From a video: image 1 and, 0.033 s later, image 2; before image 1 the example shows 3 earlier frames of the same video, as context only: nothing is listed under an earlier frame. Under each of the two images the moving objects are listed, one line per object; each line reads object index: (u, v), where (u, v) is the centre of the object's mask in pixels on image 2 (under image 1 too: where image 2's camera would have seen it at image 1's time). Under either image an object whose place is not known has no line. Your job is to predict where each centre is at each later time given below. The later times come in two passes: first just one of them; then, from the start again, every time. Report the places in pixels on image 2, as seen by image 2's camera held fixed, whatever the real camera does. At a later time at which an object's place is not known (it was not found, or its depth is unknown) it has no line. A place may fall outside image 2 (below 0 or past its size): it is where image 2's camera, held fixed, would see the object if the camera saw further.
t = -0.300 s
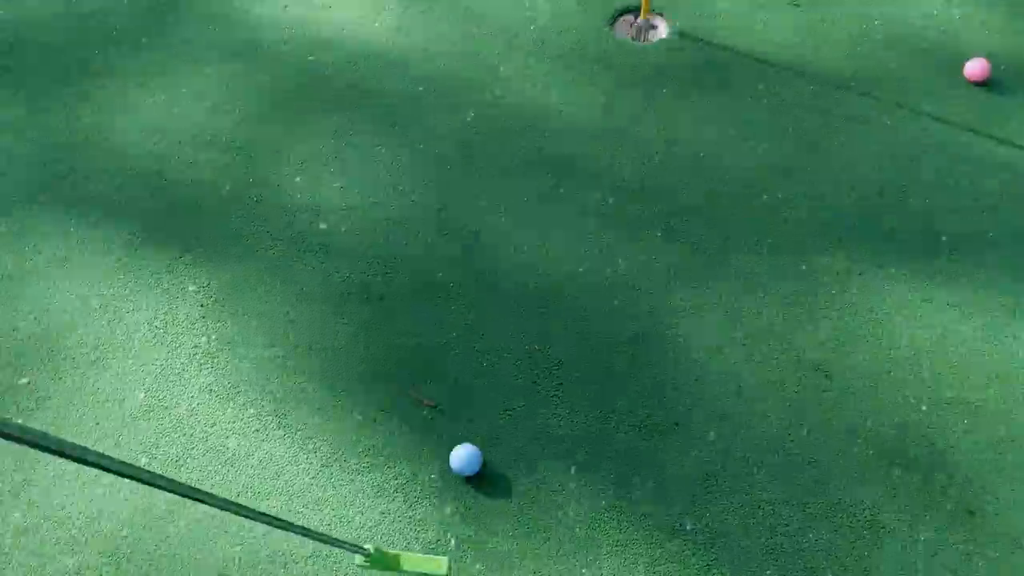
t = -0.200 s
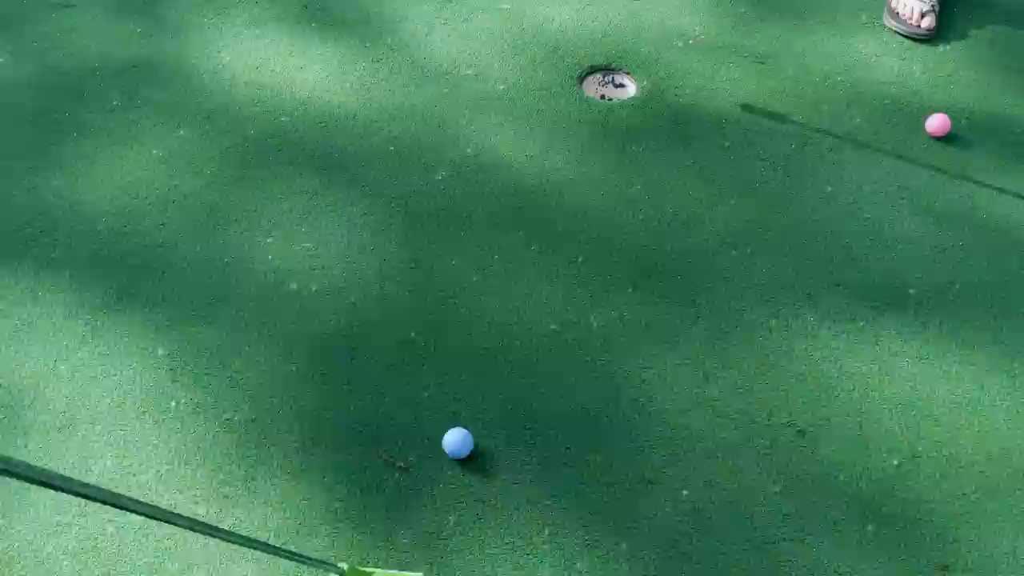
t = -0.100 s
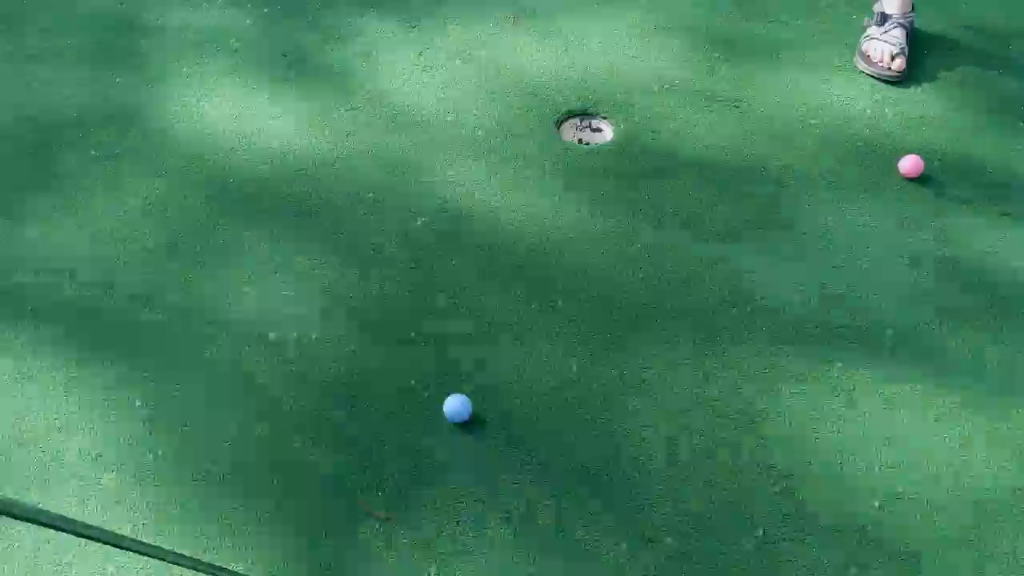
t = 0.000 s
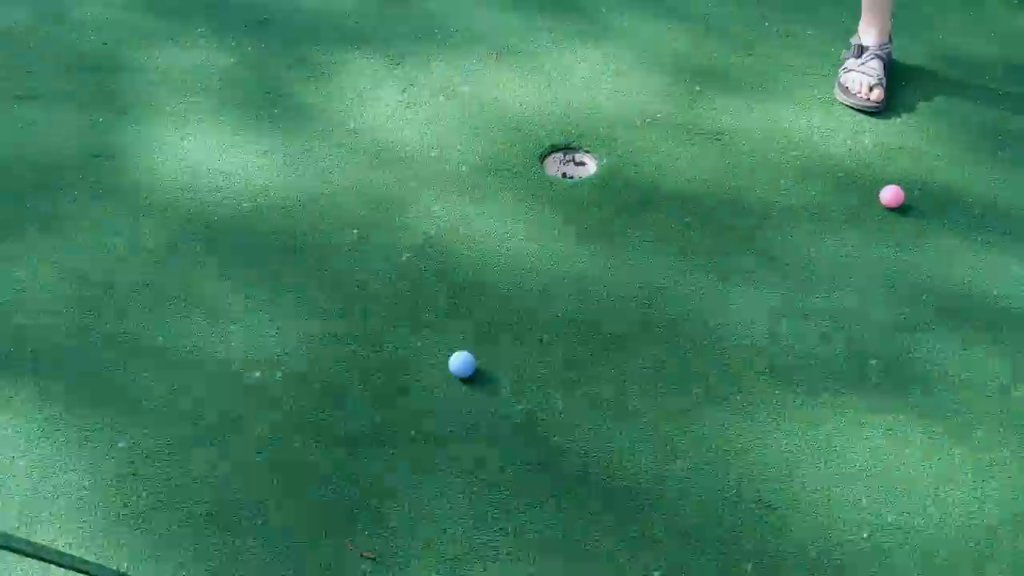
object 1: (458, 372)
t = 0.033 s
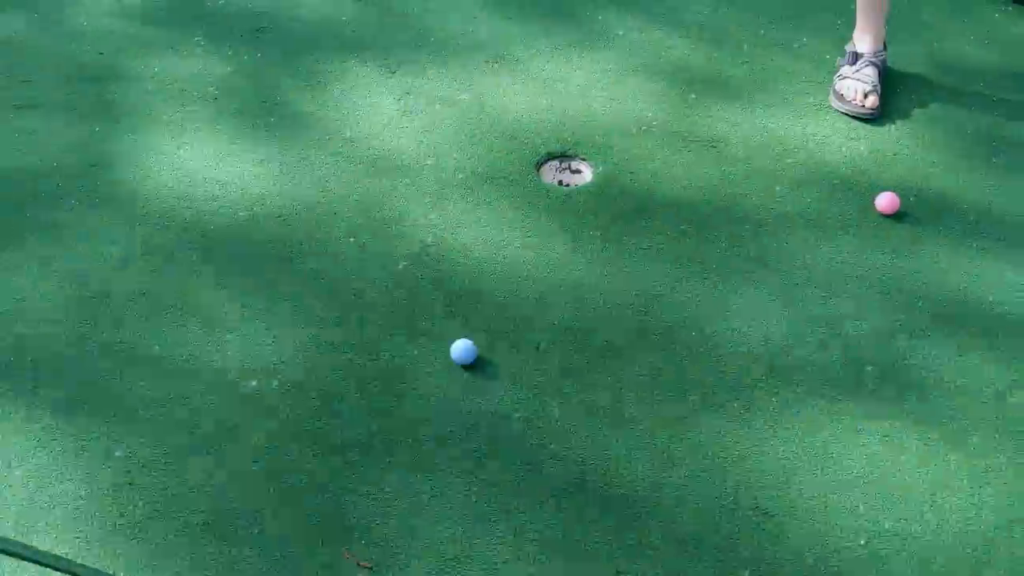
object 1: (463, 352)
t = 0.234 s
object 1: (485, 254)
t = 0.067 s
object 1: (468, 333)
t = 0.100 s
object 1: (472, 314)
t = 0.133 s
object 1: (474, 305)
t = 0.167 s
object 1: (477, 287)
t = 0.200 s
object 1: (482, 270)
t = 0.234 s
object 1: (485, 254)
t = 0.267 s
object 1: (489, 239)
